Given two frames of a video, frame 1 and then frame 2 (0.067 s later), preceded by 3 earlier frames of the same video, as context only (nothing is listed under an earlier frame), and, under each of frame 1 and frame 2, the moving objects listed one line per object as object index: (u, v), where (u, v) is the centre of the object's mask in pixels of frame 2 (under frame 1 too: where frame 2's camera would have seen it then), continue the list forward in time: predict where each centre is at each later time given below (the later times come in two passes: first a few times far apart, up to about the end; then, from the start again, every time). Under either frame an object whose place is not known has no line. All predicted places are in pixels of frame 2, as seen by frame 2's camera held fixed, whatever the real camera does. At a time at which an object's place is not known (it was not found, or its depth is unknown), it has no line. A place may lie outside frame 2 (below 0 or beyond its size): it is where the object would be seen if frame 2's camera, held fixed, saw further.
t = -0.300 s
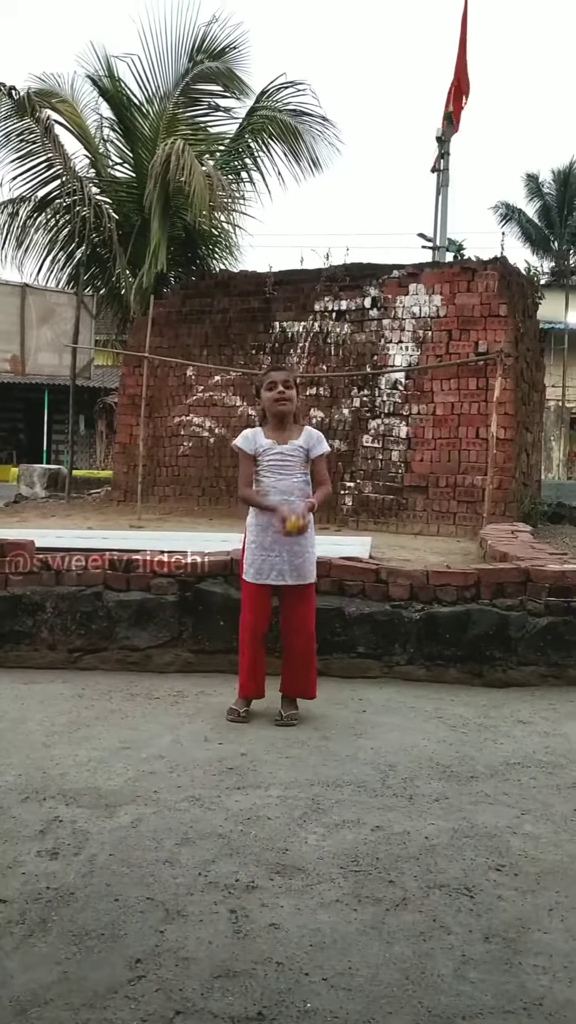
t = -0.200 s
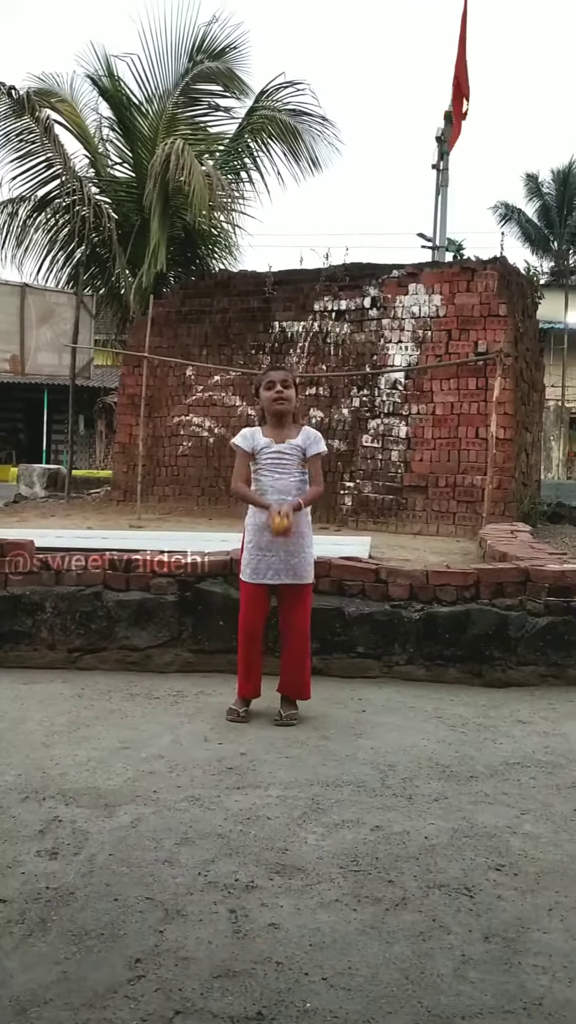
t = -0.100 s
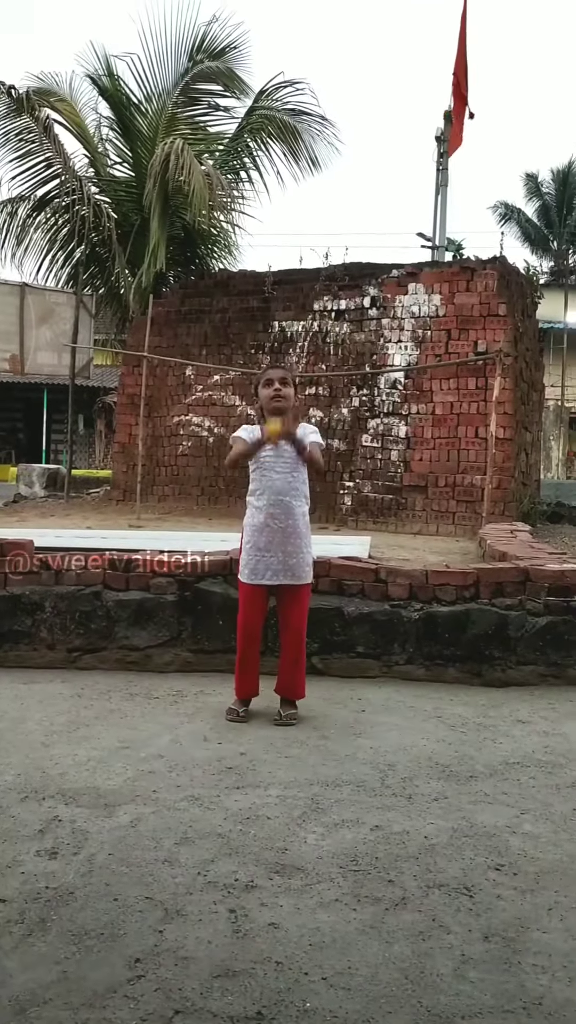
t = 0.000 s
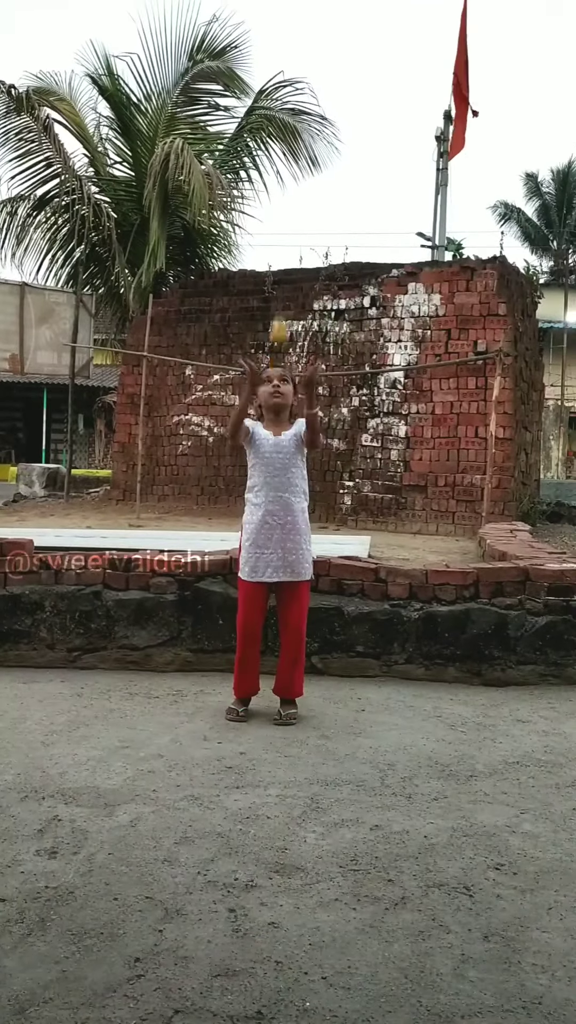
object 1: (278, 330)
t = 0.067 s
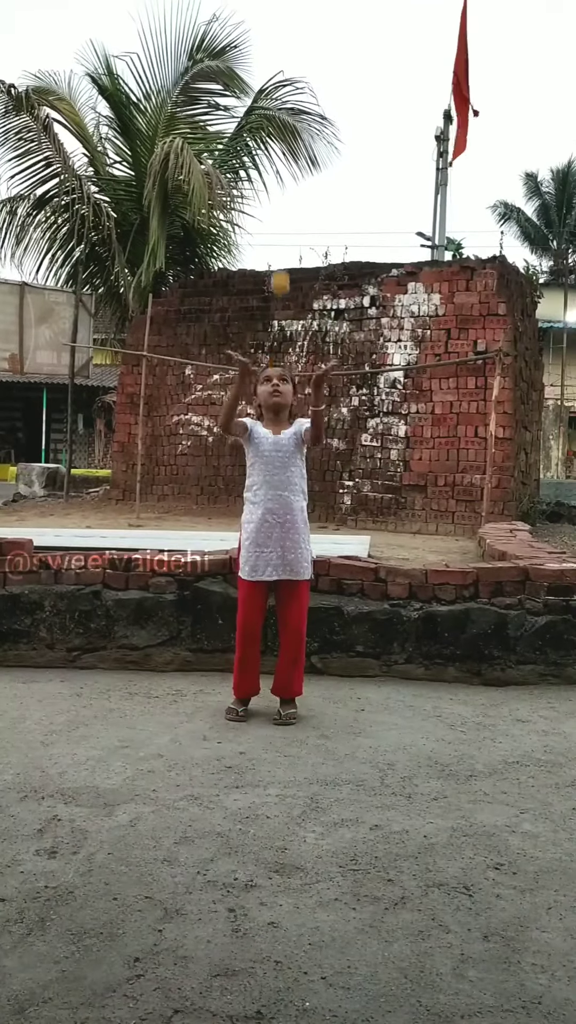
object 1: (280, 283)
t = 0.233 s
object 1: (282, 224)
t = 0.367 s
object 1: (282, 238)
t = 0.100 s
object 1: (281, 265)
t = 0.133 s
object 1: (281, 249)
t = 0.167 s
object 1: (282, 237)
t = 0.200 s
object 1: (282, 229)
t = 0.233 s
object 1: (282, 224)
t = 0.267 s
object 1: (282, 222)
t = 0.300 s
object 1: (282, 224)
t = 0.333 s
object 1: (282, 229)
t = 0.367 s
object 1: (282, 238)
